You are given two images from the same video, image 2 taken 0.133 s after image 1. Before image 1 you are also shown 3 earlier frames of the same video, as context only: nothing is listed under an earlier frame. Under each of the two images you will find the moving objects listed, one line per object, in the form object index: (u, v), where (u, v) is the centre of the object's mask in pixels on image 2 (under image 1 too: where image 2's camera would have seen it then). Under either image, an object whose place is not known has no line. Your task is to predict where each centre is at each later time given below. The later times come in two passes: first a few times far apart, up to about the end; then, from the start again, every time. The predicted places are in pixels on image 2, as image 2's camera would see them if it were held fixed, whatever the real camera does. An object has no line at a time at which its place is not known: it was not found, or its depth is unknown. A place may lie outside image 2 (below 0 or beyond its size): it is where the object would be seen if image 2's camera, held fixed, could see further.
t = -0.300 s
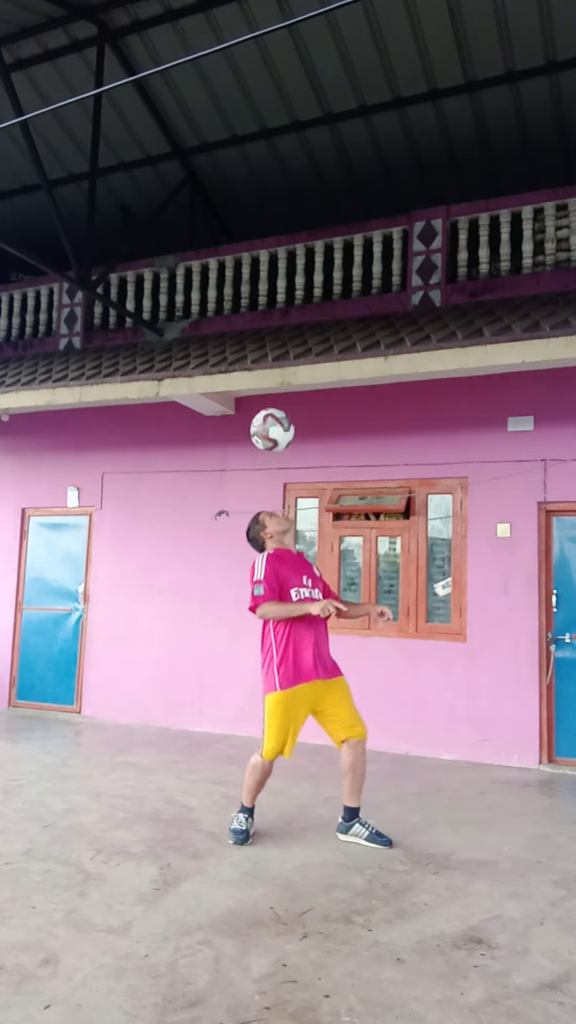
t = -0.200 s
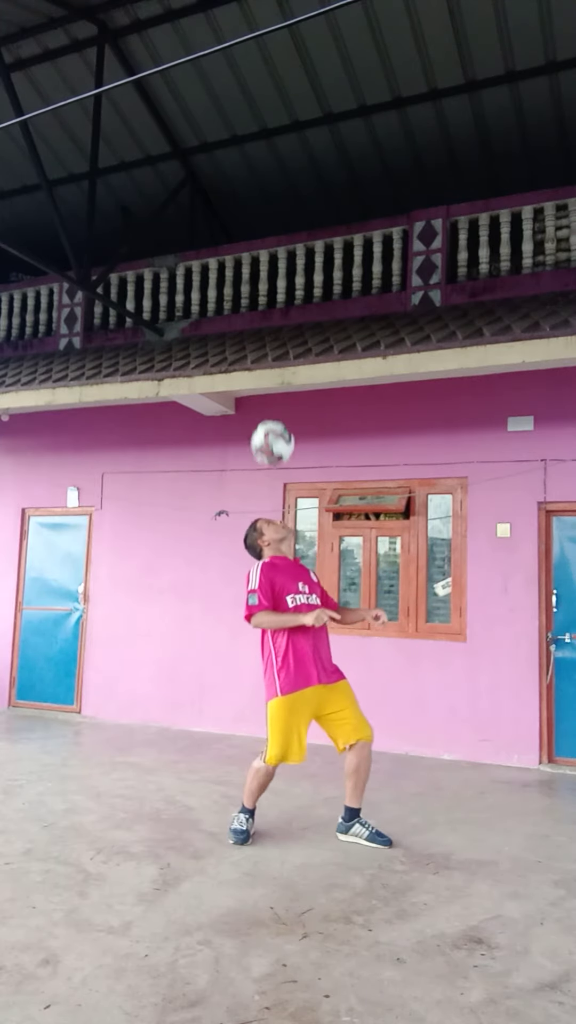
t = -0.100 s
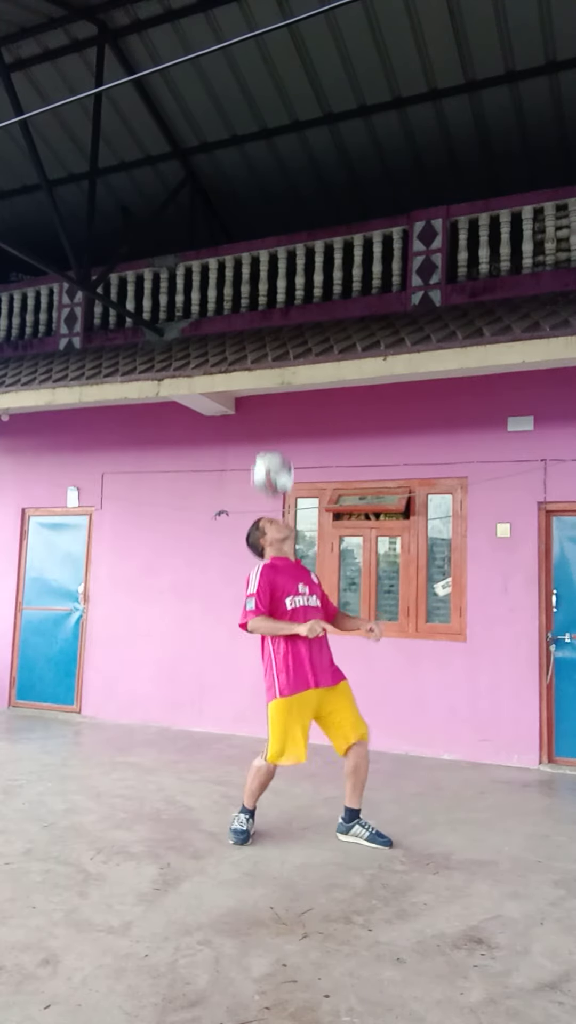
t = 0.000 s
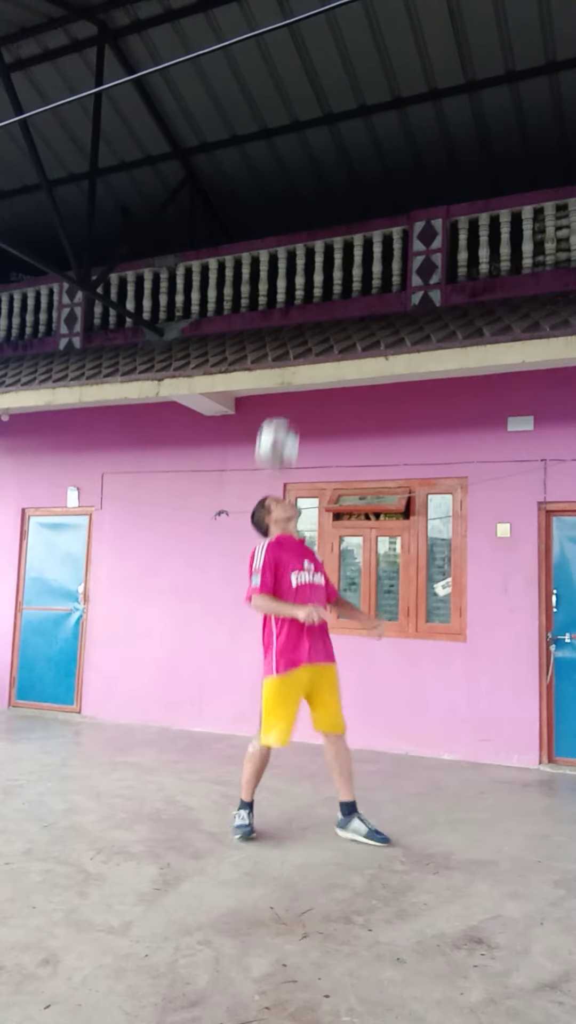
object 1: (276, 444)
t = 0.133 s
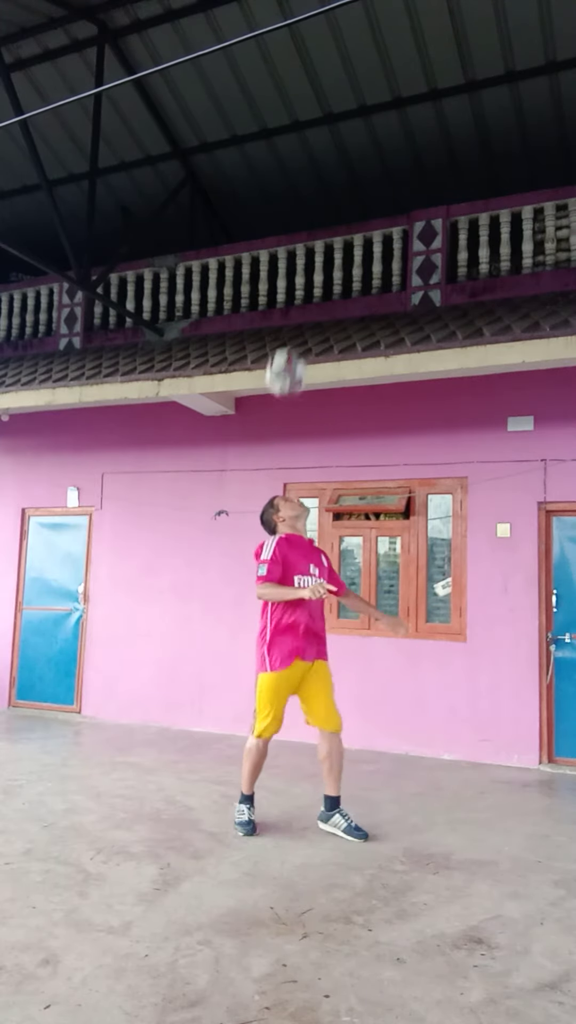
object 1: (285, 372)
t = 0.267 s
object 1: (295, 334)
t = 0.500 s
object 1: (306, 344)
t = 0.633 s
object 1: (311, 394)
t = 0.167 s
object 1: (288, 359)
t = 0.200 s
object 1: (290, 349)
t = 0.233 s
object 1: (292, 341)
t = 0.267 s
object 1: (295, 334)
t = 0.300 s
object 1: (296, 330)
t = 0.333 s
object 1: (298, 328)
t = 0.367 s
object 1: (300, 327)
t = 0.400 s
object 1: (302, 328)
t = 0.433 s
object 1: (303, 331)
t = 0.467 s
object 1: (304, 337)
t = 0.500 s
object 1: (306, 344)
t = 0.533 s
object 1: (307, 352)
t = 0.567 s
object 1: (308, 363)
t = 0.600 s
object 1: (309, 379)
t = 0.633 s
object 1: (311, 394)
